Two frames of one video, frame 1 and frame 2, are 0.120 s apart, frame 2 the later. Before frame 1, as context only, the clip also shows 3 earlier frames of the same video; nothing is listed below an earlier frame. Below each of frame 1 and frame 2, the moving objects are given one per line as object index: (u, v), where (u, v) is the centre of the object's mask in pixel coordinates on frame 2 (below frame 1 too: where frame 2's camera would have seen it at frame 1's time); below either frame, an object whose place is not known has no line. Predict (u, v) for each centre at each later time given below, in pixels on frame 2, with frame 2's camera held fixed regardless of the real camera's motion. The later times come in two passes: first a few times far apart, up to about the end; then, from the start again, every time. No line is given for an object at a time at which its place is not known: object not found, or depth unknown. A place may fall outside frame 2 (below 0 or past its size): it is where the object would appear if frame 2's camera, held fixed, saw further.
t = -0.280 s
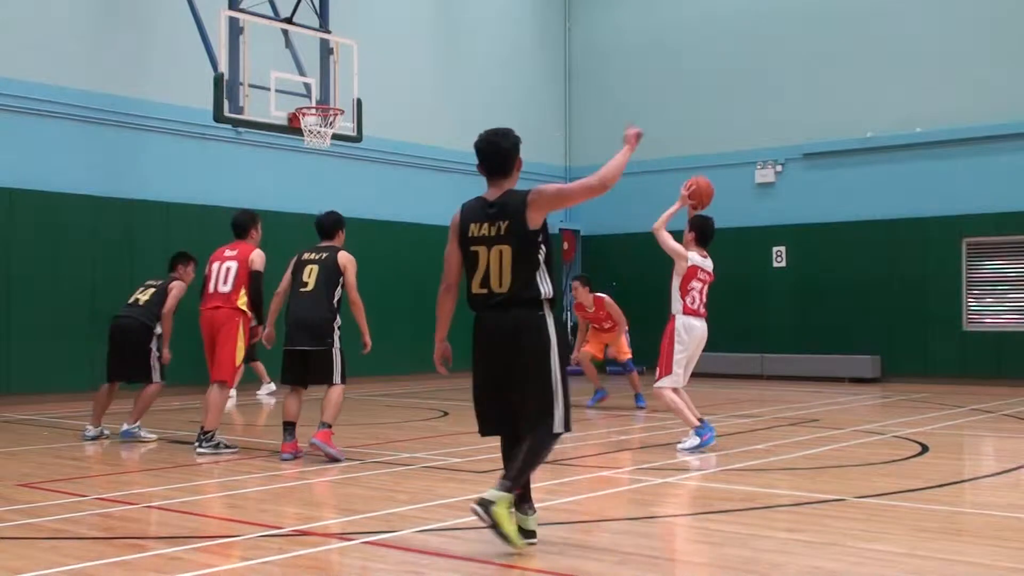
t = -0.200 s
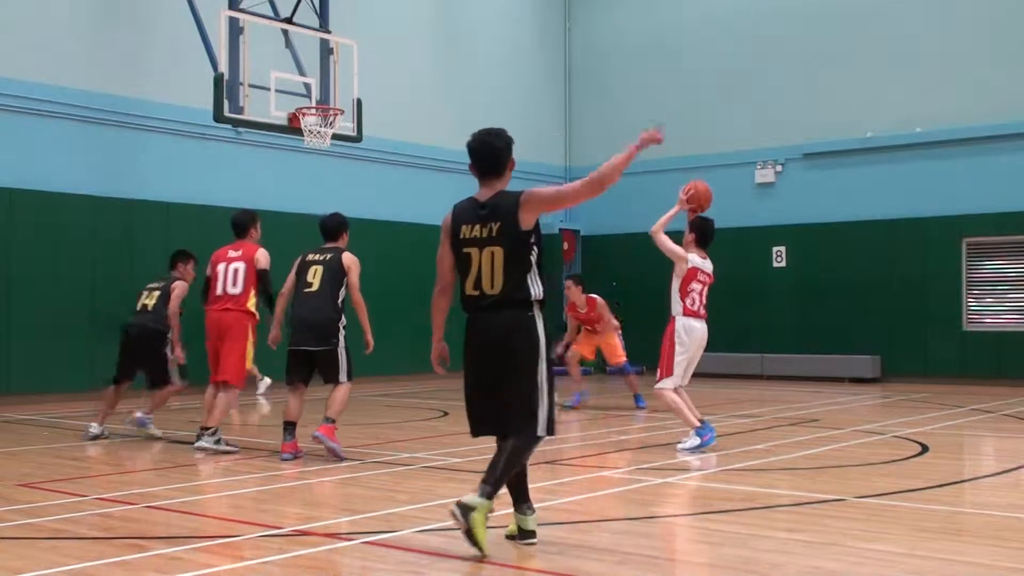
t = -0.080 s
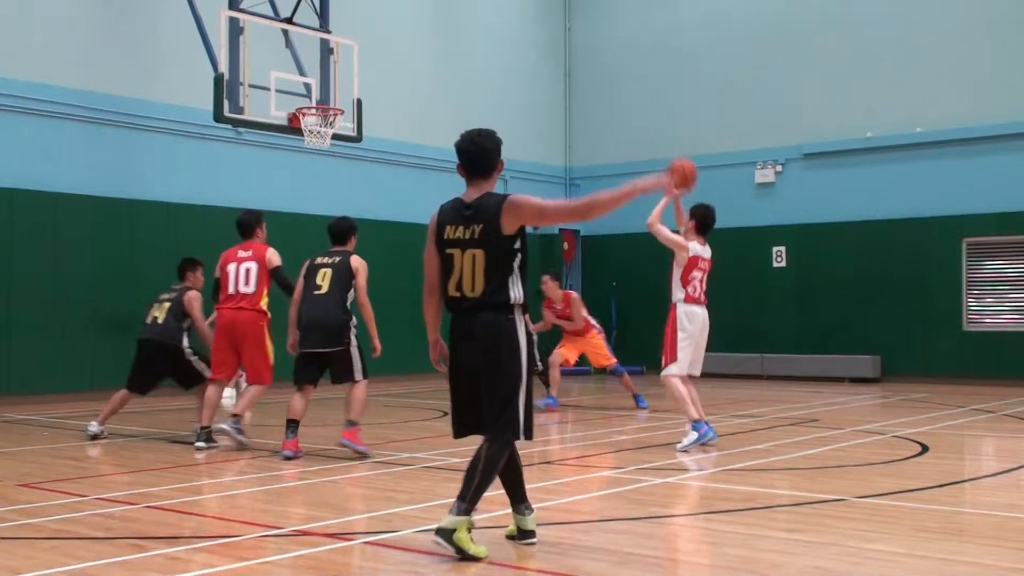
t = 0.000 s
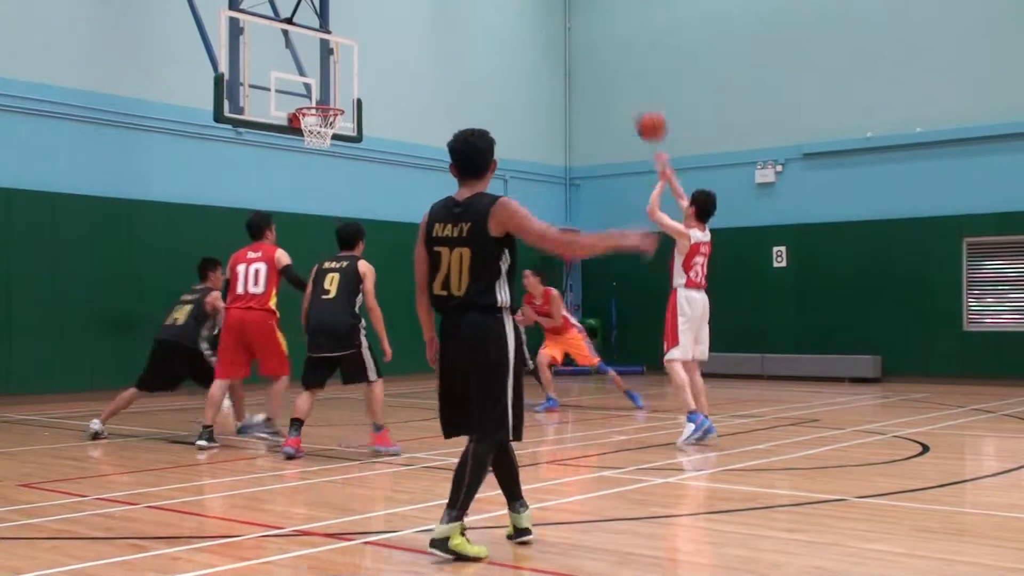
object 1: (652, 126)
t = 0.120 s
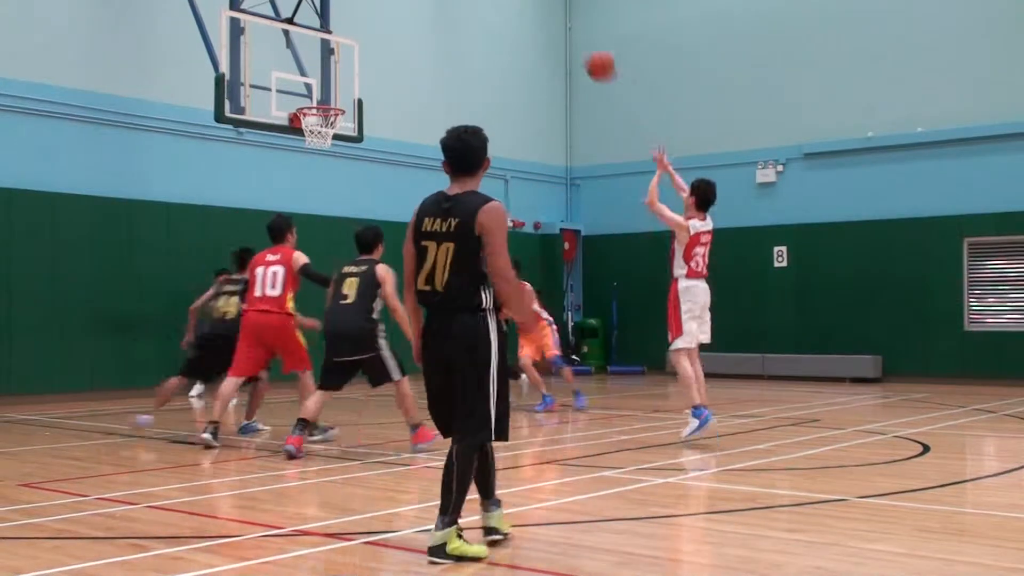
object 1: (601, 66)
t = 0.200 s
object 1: (568, 39)
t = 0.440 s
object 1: (482, 7)
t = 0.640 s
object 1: (420, 22)
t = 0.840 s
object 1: (365, 78)
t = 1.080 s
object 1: (359, 157)
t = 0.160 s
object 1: (584, 52)
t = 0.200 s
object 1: (568, 39)
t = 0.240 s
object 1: (553, 28)
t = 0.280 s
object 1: (538, 19)
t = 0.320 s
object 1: (523, 12)
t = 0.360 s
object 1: (509, 10)
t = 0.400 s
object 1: (496, 8)
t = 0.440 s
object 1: (482, 7)
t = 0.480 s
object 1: (469, 8)
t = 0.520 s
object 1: (457, 9)
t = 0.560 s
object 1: (444, 11)
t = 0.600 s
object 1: (432, 15)
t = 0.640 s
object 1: (420, 22)
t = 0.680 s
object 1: (408, 31)
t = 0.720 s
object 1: (397, 41)
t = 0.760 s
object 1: (386, 52)
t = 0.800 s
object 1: (375, 64)
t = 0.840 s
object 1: (365, 78)
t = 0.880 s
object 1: (355, 93)
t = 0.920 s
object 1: (345, 108)
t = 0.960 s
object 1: (342, 129)
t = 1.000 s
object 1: (340, 138)
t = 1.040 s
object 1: (348, 145)
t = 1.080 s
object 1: (359, 157)
